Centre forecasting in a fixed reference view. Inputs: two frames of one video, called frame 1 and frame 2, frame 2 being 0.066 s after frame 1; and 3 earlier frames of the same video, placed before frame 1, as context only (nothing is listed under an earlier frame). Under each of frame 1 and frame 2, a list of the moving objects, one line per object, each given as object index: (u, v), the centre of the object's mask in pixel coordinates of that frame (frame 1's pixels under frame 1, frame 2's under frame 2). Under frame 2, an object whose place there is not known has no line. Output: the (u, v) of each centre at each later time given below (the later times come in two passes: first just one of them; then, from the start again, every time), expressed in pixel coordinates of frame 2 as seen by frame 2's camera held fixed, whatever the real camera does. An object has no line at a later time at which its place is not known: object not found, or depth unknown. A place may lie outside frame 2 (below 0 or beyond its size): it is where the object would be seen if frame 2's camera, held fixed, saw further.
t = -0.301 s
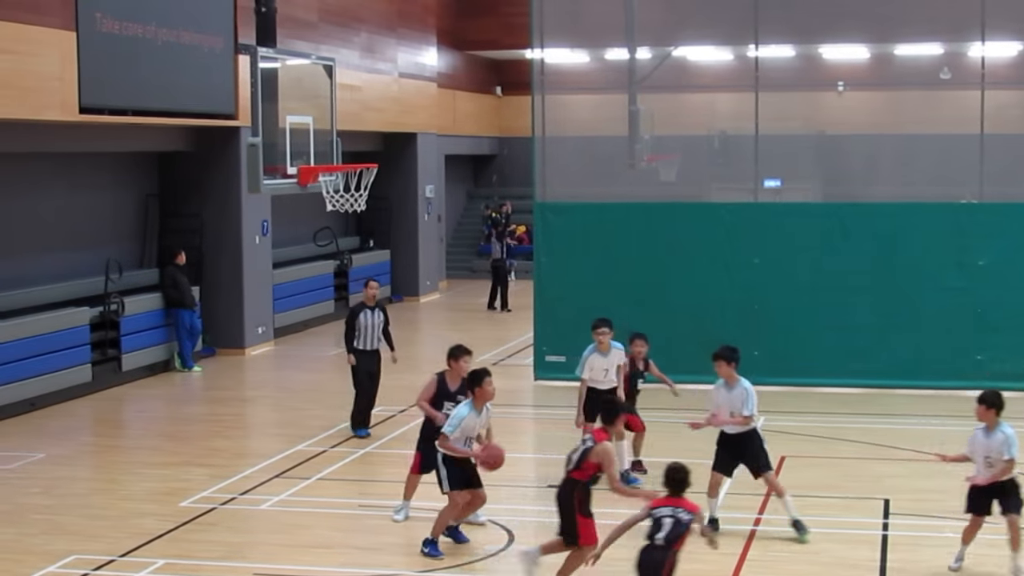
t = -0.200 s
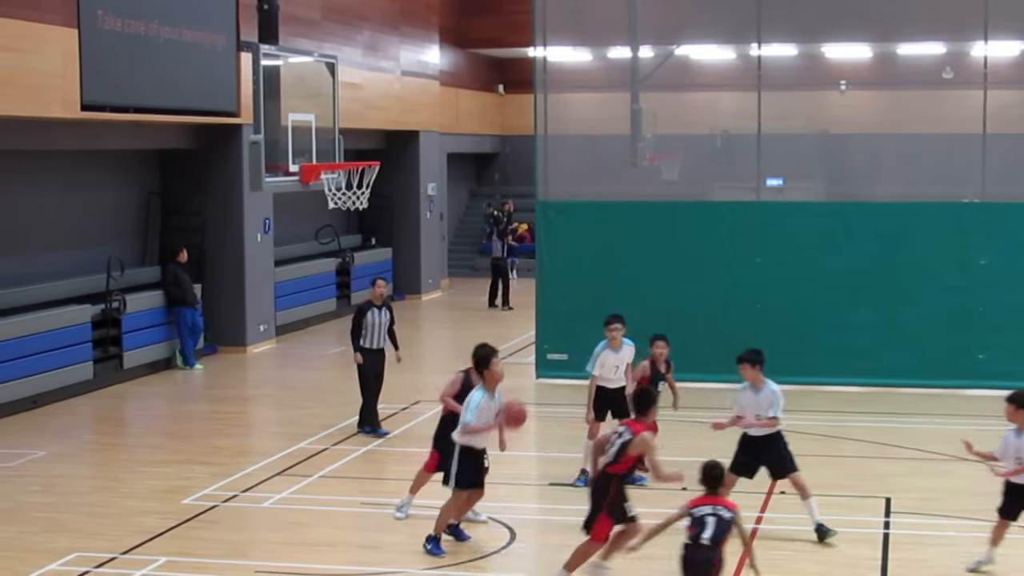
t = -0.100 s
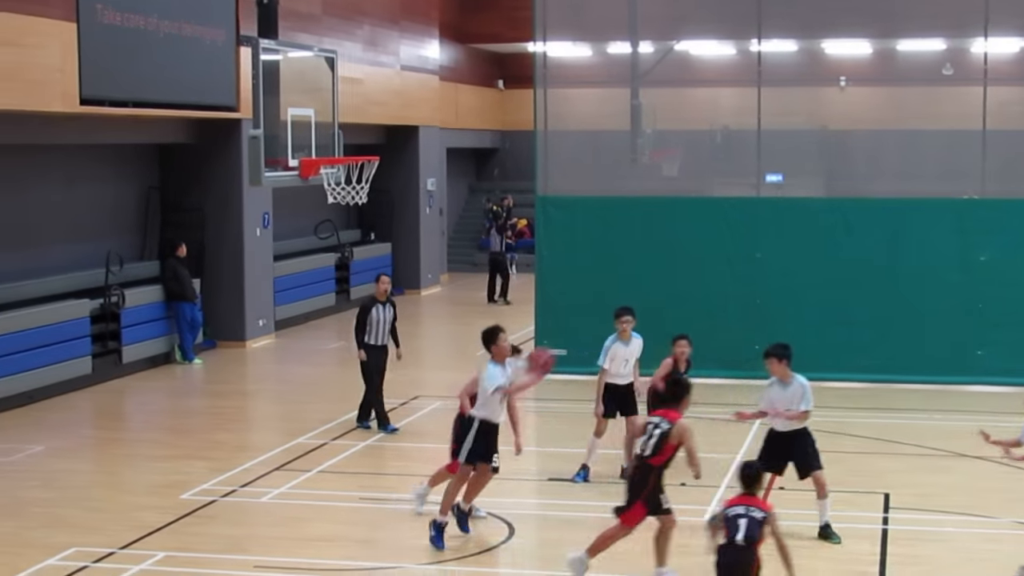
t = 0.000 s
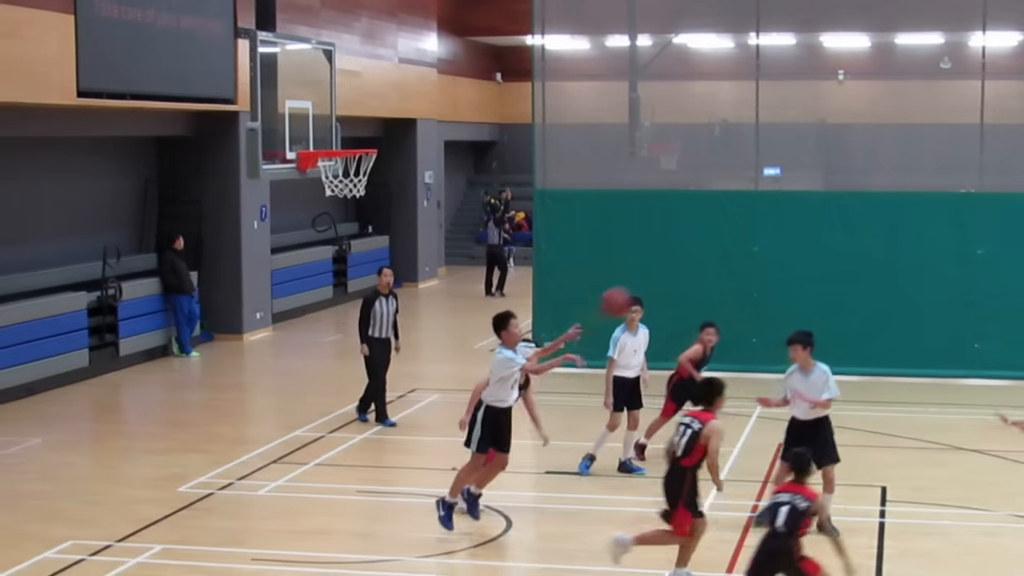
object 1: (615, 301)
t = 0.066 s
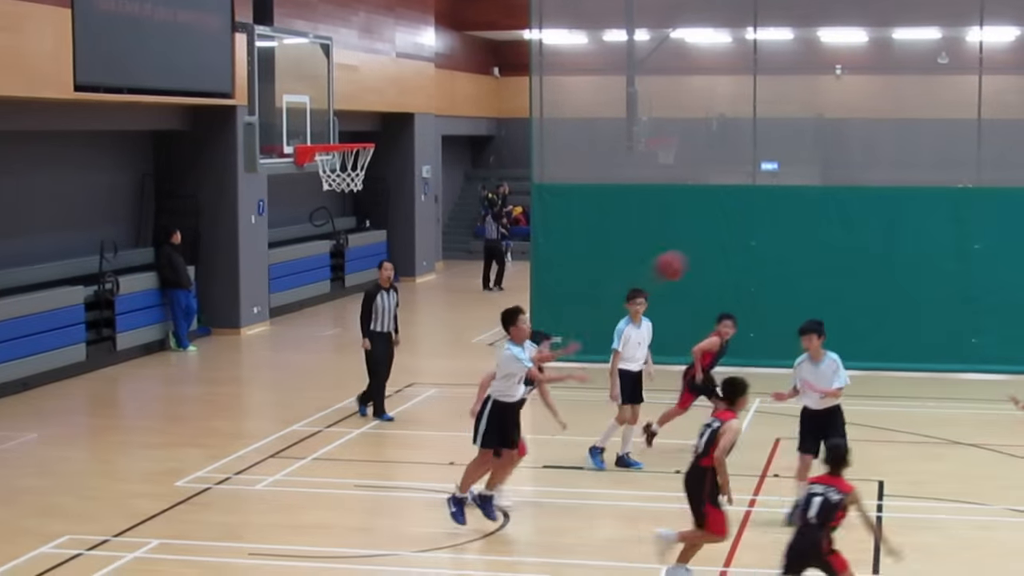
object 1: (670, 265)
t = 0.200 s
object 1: (787, 221)
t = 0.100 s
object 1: (699, 251)
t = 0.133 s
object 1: (728, 239)
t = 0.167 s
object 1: (756, 230)
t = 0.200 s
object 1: (787, 221)
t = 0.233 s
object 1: (816, 214)
